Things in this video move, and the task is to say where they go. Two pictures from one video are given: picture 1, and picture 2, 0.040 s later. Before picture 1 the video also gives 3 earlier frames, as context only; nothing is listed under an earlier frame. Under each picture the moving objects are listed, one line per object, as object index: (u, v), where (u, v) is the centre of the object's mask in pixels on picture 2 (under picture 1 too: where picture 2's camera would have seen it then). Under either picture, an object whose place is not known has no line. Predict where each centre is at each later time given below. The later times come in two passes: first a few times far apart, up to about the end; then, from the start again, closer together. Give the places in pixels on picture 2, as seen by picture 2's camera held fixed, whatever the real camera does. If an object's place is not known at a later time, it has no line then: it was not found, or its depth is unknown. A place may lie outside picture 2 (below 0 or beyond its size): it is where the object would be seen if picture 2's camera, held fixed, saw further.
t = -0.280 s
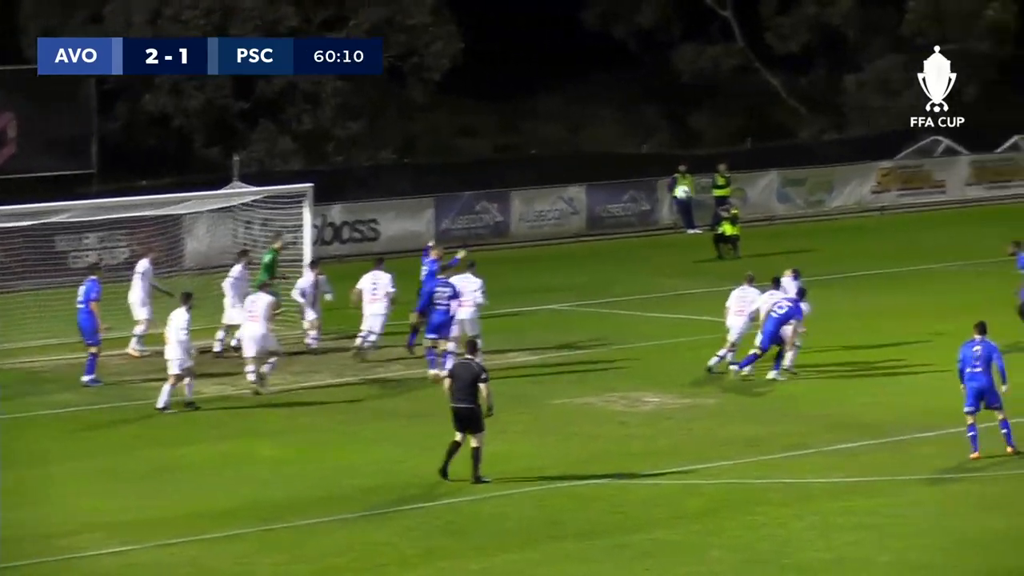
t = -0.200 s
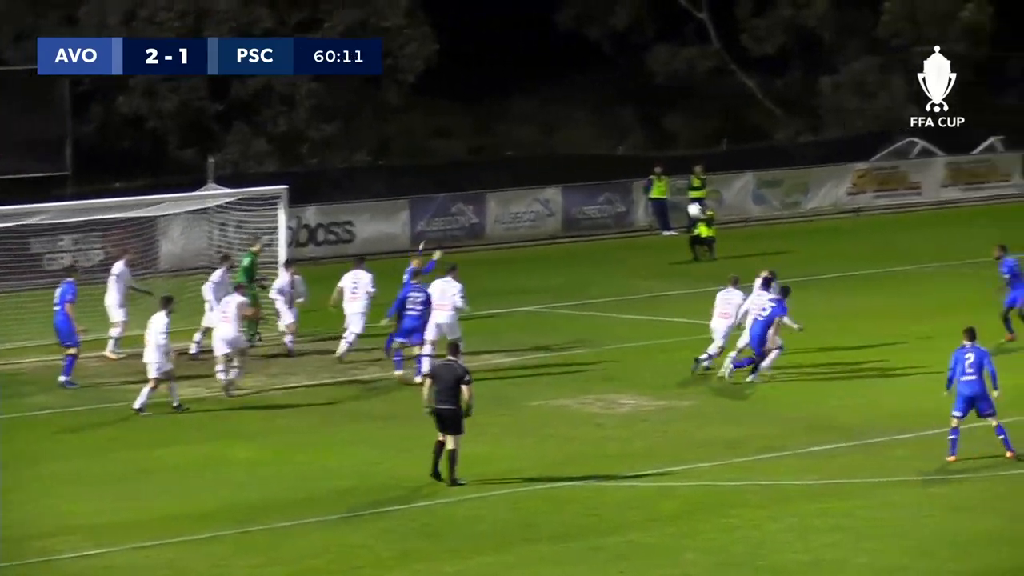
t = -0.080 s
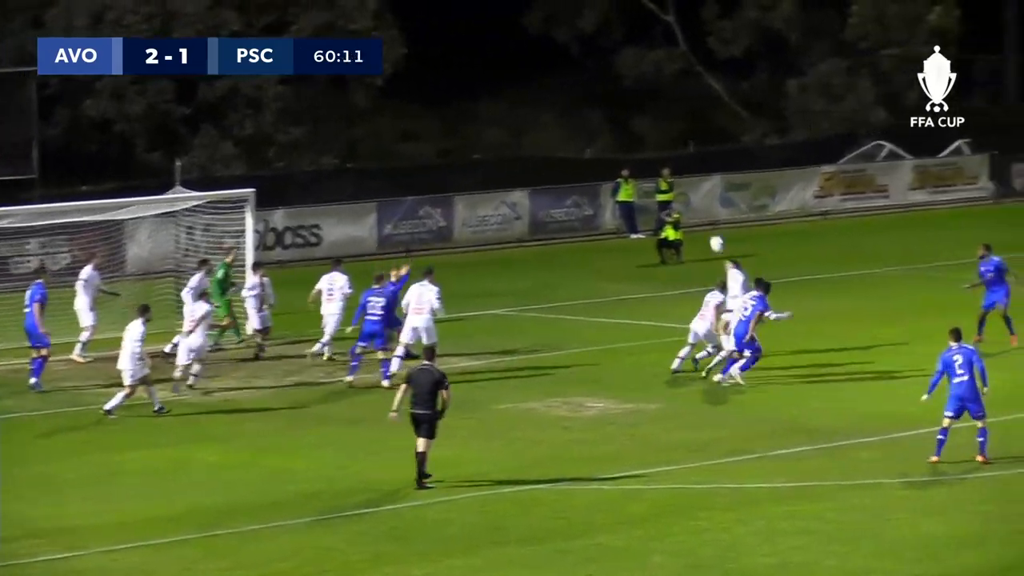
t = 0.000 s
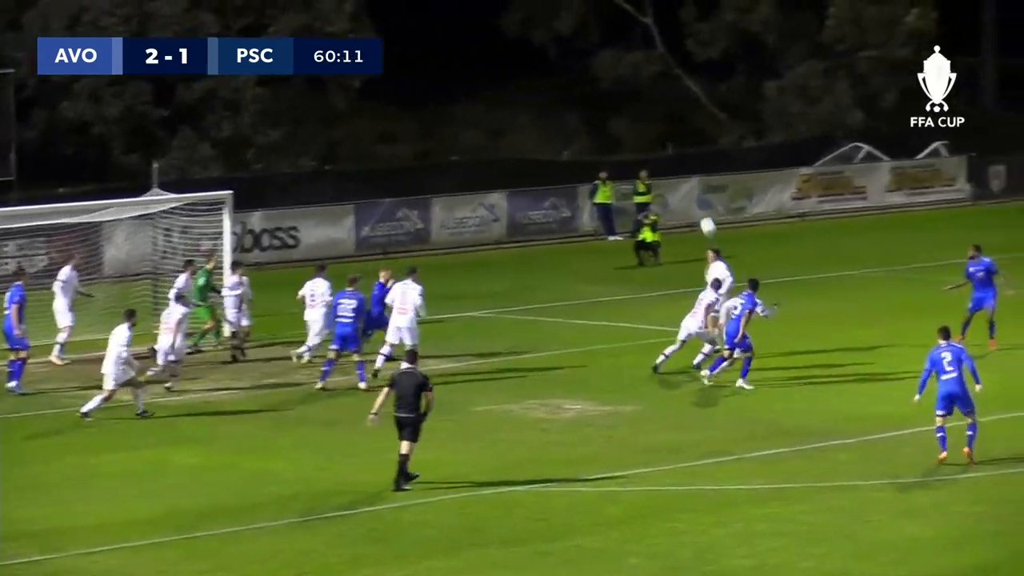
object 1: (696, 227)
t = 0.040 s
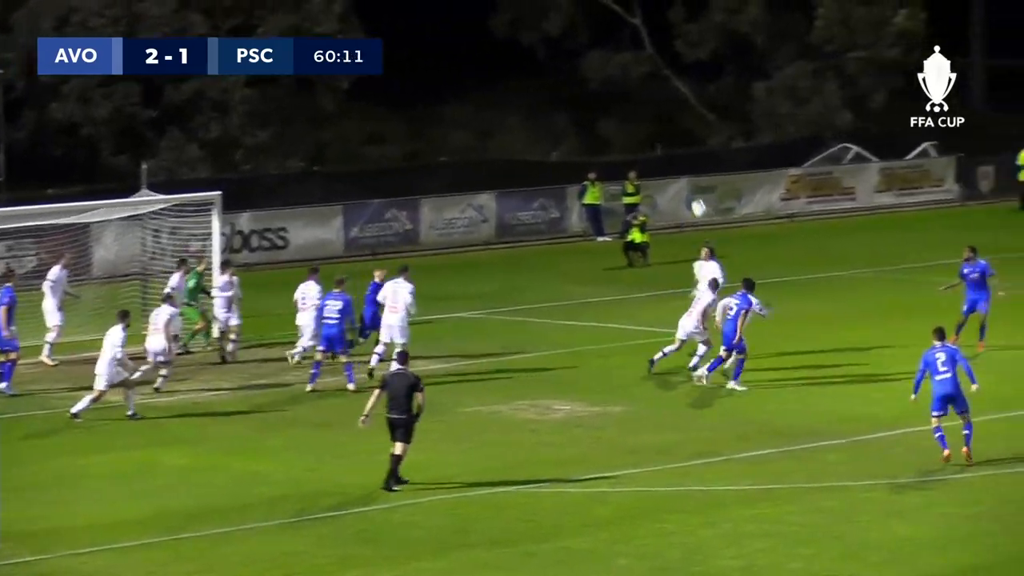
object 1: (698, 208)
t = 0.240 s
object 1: (711, 127)
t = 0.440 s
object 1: (727, 71)
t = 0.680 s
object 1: (748, 37)
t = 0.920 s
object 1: (772, 42)
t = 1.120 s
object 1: (793, 77)
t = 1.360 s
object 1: (819, 158)
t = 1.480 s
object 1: (833, 216)
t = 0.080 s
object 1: (700, 190)
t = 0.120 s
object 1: (703, 173)
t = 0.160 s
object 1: (706, 157)
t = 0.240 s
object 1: (711, 127)
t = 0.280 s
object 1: (715, 114)
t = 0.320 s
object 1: (718, 102)
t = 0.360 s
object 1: (721, 91)
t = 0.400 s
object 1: (724, 80)
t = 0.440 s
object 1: (727, 71)
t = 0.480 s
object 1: (730, 63)
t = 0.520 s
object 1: (733, 56)
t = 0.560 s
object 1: (737, 50)
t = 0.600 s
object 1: (740, 45)
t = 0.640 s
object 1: (744, 40)
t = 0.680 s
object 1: (748, 37)
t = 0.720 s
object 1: (752, 35)
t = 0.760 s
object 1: (756, 34)
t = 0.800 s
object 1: (759, 35)
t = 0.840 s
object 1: (763, 36)
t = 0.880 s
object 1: (768, 38)
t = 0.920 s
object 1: (772, 42)
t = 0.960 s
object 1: (775, 46)
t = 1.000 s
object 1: (779, 52)
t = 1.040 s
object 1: (784, 59)
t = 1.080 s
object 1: (788, 68)
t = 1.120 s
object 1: (793, 77)
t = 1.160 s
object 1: (797, 87)
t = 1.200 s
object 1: (802, 99)
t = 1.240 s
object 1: (806, 113)
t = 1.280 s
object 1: (810, 127)
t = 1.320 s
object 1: (815, 142)
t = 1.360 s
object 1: (819, 158)
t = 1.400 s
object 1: (824, 176)
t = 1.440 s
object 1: (829, 196)
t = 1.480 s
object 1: (833, 216)
